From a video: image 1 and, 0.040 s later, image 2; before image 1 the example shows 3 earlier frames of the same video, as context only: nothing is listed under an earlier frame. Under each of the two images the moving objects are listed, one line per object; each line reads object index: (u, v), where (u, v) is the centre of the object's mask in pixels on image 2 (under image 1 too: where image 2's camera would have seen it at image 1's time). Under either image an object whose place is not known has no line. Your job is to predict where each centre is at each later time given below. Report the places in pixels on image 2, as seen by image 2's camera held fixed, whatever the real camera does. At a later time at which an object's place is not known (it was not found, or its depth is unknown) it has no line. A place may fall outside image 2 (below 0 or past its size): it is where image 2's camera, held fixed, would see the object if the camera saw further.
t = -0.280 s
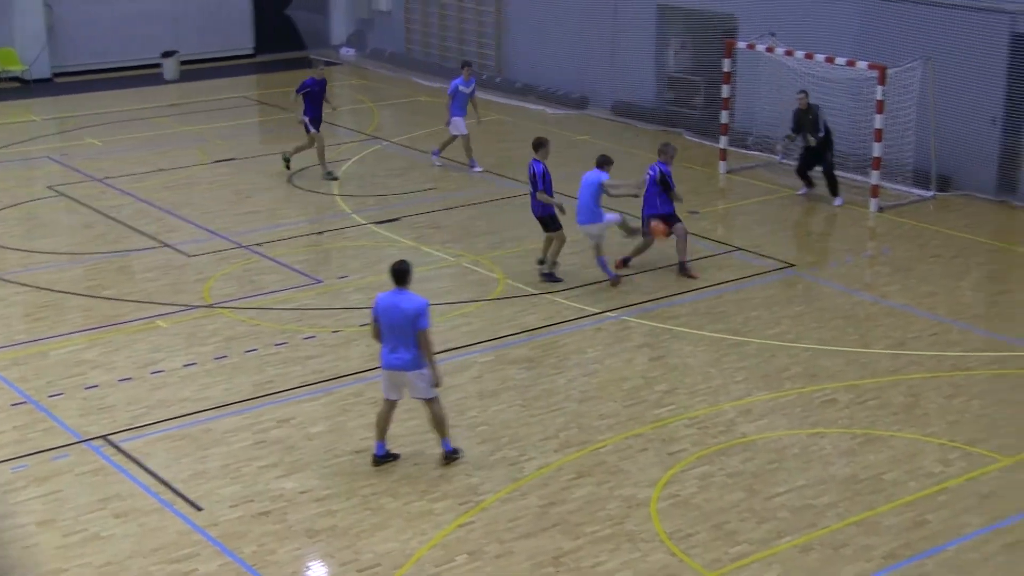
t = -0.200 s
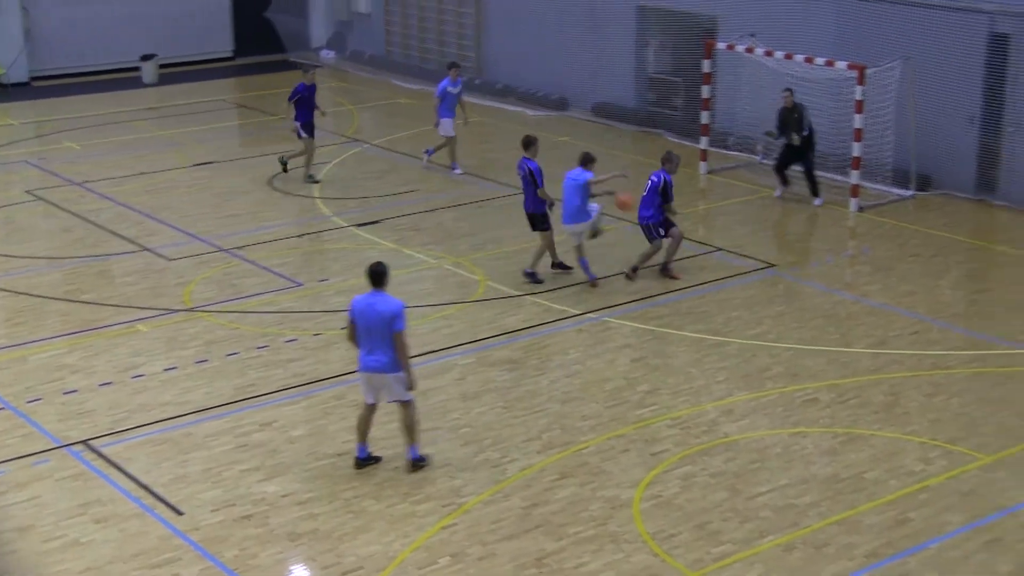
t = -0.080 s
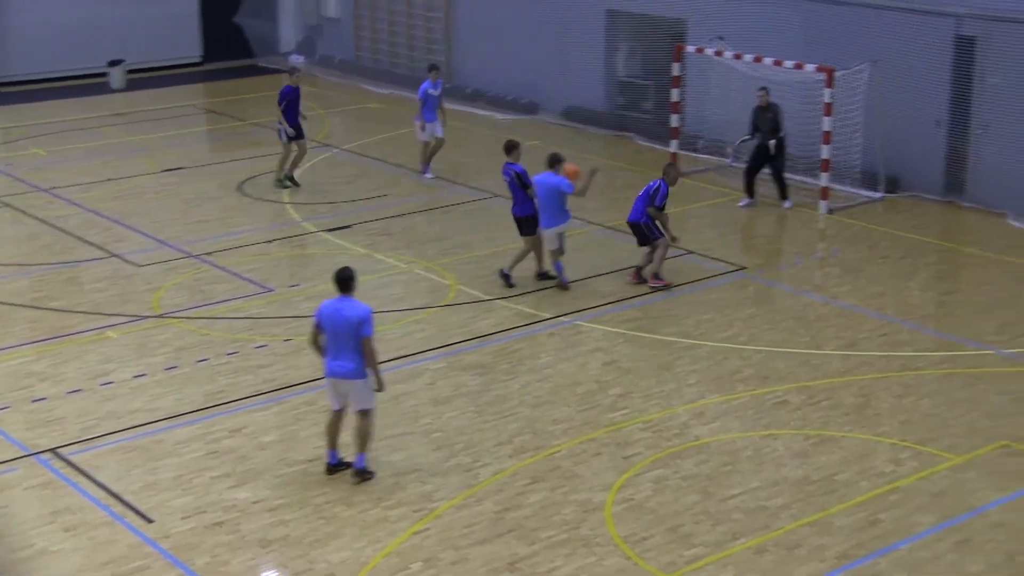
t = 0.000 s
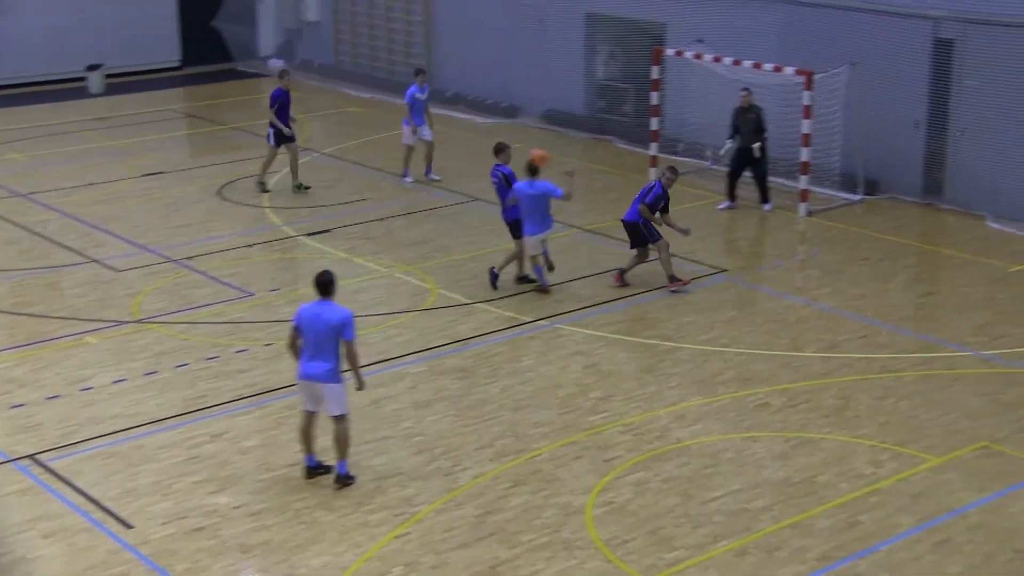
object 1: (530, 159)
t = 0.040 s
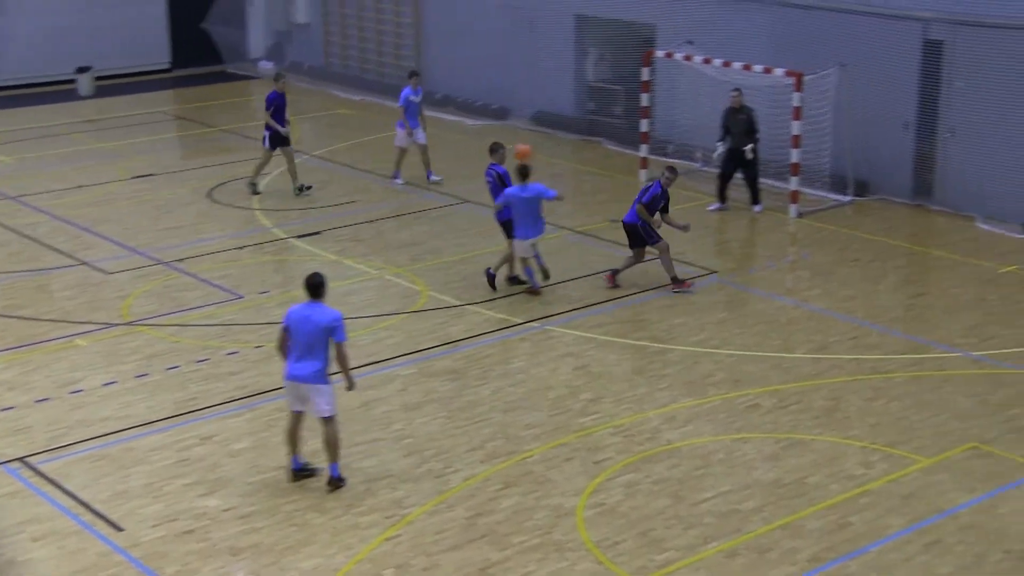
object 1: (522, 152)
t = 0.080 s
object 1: (515, 145)
